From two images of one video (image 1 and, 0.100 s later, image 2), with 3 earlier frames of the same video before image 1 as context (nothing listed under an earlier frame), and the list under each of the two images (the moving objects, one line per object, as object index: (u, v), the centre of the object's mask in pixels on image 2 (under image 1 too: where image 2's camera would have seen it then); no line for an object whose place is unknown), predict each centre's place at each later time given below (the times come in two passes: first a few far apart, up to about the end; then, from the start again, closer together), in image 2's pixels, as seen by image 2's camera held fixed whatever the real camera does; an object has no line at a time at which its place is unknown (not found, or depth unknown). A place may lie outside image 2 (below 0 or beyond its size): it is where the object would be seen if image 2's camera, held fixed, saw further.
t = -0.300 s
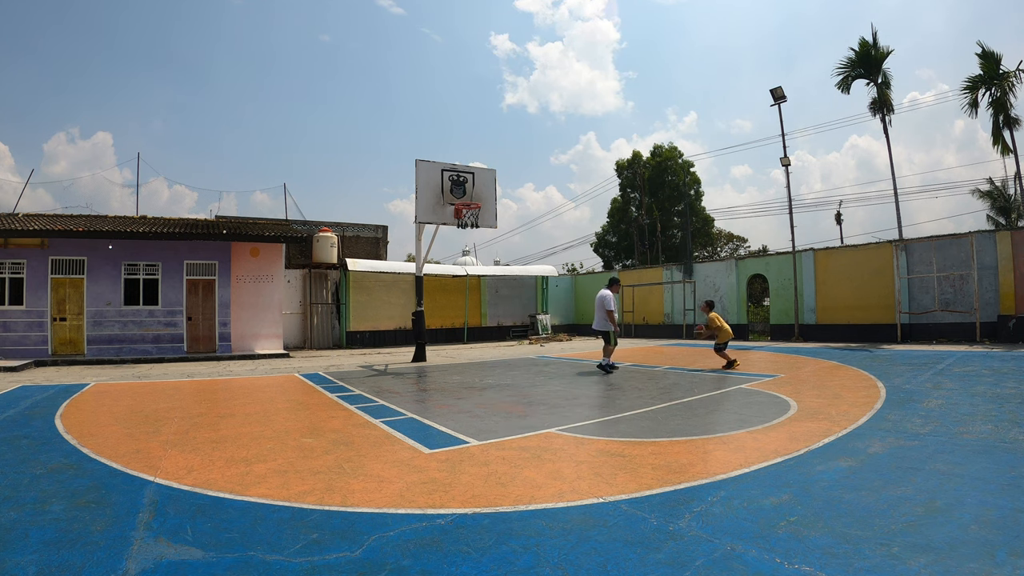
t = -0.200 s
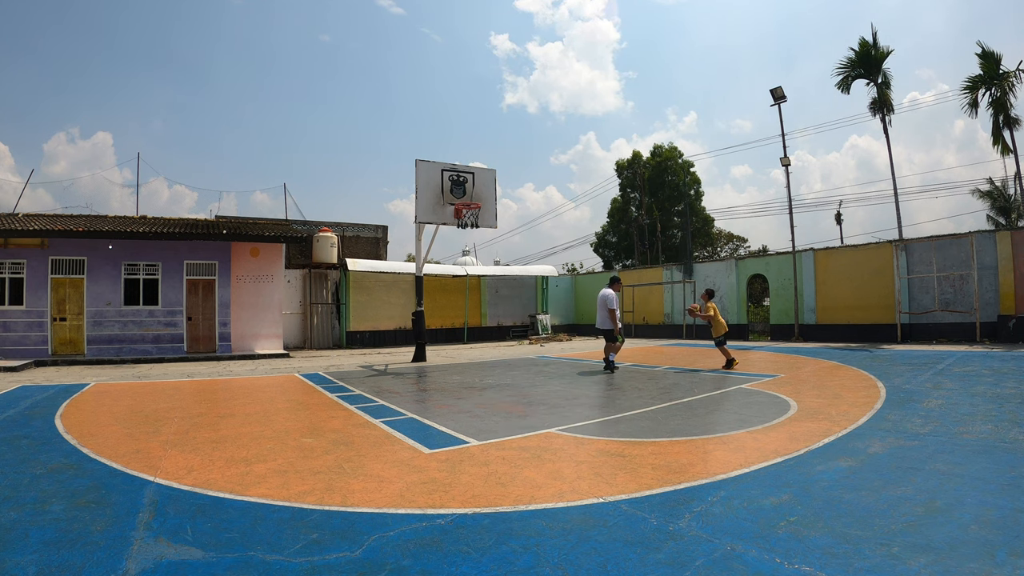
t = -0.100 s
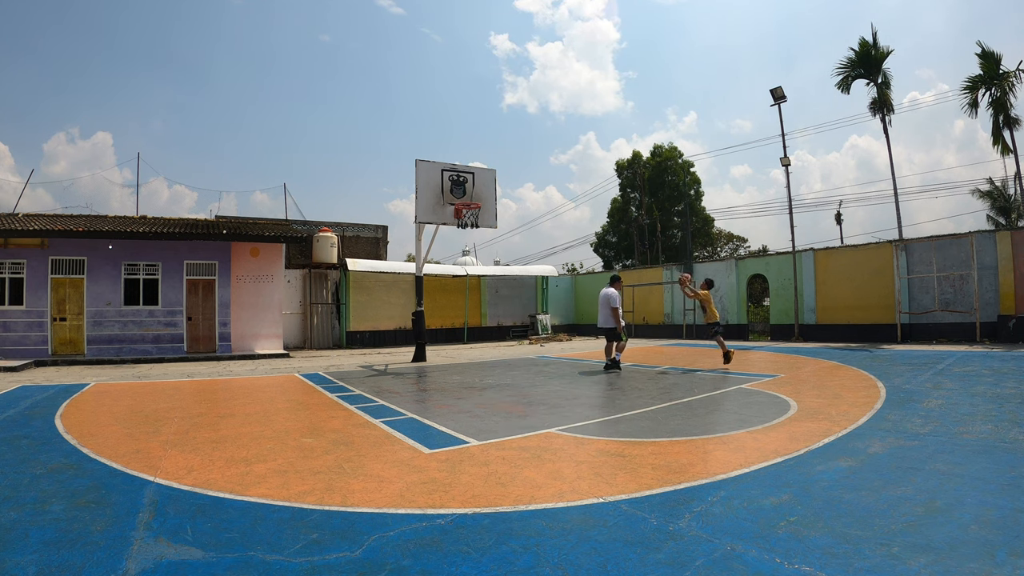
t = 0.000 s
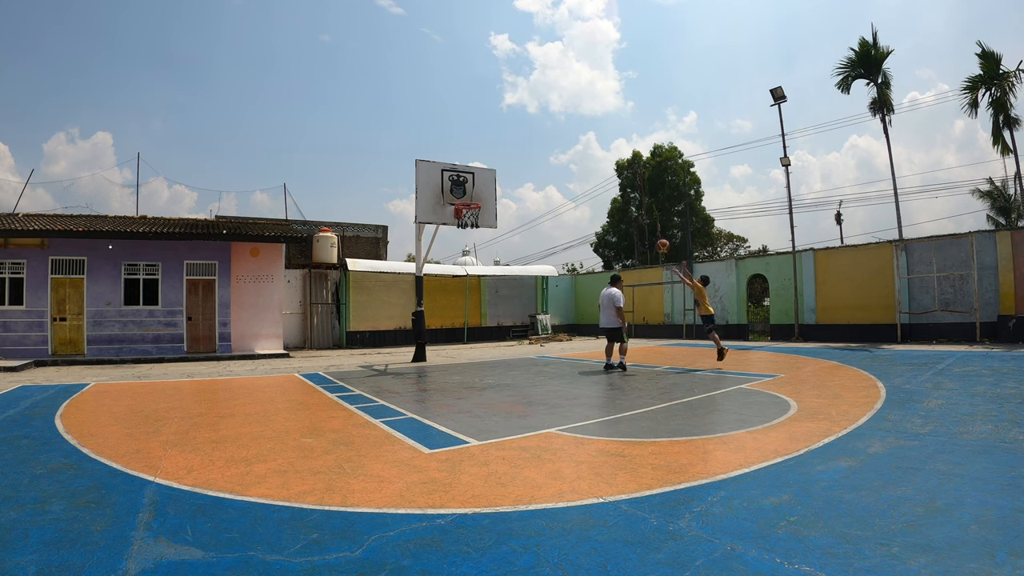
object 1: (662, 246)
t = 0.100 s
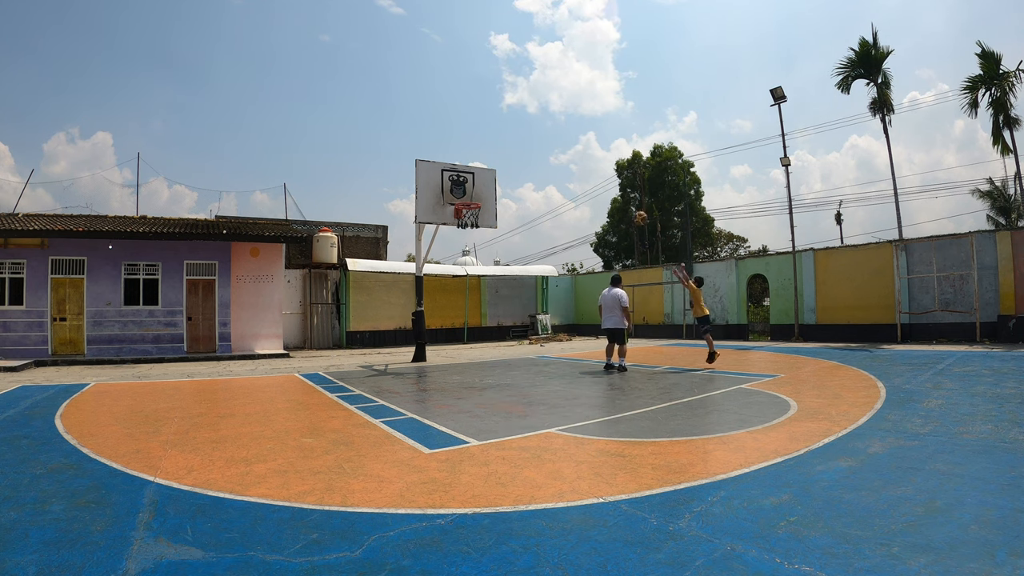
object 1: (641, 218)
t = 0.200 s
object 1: (618, 197)
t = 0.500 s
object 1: (557, 165)
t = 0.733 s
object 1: (514, 173)
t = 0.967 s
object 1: (479, 194)
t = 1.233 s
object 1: (469, 179)
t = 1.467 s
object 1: (462, 195)
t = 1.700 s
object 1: (458, 189)
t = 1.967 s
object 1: (456, 198)
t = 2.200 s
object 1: (454, 188)
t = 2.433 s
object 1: (452, 200)
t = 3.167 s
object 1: (429, 296)
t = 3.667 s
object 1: (409, 277)
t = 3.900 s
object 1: (399, 242)
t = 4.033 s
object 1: (393, 237)
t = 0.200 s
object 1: (618, 197)
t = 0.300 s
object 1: (598, 180)
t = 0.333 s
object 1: (590, 176)
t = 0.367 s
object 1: (584, 173)
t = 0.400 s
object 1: (577, 170)
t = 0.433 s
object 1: (570, 168)
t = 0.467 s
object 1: (564, 166)
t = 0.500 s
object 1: (557, 165)
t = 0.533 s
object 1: (551, 164)
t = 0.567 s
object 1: (545, 164)
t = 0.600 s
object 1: (539, 165)
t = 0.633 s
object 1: (532, 166)
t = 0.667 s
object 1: (526, 168)
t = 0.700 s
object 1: (520, 170)
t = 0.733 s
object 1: (514, 173)
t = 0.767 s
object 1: (508, 177)
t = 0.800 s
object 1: (502, 181)
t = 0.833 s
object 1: (496, 185)
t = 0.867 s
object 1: (489, 190)
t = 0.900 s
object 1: (484, 196)
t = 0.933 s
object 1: (480, 198)
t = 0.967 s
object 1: (479, 194)
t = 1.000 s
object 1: (478, 190)
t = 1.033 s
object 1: (477, 186)
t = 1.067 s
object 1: (476, 184)
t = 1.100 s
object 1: (474, 182)
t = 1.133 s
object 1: (473, 180)
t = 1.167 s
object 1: (472, 179)
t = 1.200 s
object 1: (471, 179)
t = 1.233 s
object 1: (469, 179)
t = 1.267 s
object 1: (468, 179)
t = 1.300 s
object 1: (467, 180)
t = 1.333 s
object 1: (466, 182)
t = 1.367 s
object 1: (466, 184)
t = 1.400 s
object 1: (465, 188)
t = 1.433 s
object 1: (464, 191)
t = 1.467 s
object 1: (462, 195)
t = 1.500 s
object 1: (461, 198)
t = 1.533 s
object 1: (460, 197)
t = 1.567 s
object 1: (459, 194)
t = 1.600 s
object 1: (459, 191)
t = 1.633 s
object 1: (458, 190)
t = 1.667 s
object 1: (458, 190)
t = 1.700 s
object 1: (458, 189)
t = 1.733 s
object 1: (458, 189)
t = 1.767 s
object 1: (458, 189)
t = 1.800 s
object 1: (458, 190)
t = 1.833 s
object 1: (458, 190)
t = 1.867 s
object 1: (458, 191)
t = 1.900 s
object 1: (457, 192)
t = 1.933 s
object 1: (456, 195)
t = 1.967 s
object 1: (456, 198)
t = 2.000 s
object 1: (456, 196)
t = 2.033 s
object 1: (455, 193)
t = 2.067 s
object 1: (455, 192)
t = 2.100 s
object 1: (455, 189)
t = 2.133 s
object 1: (455, 188)
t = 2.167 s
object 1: (454, 188)
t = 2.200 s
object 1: (454, 188)
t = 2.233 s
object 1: (454, 188)
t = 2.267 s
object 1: (453, 188)
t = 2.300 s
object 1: (453, 190)
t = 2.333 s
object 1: (453, 191)
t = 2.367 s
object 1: (452, 194)
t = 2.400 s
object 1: (452, 197)
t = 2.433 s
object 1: (452, 200)
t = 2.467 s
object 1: (449, 199)
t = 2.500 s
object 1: (446, 198)
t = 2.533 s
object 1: (444, 198)
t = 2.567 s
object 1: (443, 198)
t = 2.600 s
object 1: (442, 198)
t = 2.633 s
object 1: (441, 199)
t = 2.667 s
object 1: (441, 200)
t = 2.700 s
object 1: (440, 202)
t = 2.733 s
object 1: (439, 204)
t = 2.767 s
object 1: (438, 208)
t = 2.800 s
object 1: (437, 212)
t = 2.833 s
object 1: (436, 216)
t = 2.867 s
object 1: (436, 221)
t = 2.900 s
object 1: (435, 227)
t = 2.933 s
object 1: (434, 233)
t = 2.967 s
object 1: (434, 240)
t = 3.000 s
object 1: (433, 248)
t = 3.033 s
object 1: (432, 256)
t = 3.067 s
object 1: (431, 265)
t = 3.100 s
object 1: (431, 275)
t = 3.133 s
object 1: (430, 285)
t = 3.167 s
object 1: (429, 296)
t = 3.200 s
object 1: (428, 308)
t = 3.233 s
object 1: (428, 320)
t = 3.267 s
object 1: (427, 334)
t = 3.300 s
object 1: (427, 347)
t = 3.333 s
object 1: (426, 362)
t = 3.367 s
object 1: (425, 369)
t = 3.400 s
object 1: (423, 356)
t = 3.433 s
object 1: (421, 344)
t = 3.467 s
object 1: (419, 333)
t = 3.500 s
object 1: (418, 322)
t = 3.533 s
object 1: (416, 312)
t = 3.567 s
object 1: (414, 302)
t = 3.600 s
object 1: (413, 293)
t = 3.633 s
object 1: (411, 285)
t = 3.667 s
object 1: (409, 277)
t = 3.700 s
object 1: (408, 270)
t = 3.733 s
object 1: (406, 264)
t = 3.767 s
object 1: (404, 258)
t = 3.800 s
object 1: (403, 253)
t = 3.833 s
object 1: (402, 249)
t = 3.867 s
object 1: (400, 245)
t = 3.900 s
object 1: (399, 242)
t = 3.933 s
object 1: (397, 240)
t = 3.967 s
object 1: (396, 238)
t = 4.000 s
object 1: (395, 238)
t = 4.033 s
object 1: (393, 237)
